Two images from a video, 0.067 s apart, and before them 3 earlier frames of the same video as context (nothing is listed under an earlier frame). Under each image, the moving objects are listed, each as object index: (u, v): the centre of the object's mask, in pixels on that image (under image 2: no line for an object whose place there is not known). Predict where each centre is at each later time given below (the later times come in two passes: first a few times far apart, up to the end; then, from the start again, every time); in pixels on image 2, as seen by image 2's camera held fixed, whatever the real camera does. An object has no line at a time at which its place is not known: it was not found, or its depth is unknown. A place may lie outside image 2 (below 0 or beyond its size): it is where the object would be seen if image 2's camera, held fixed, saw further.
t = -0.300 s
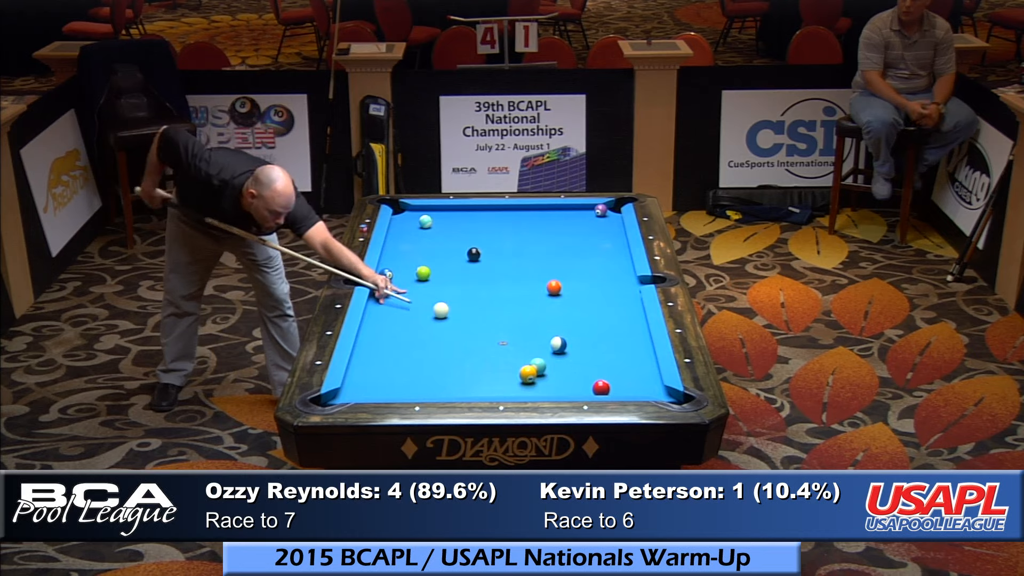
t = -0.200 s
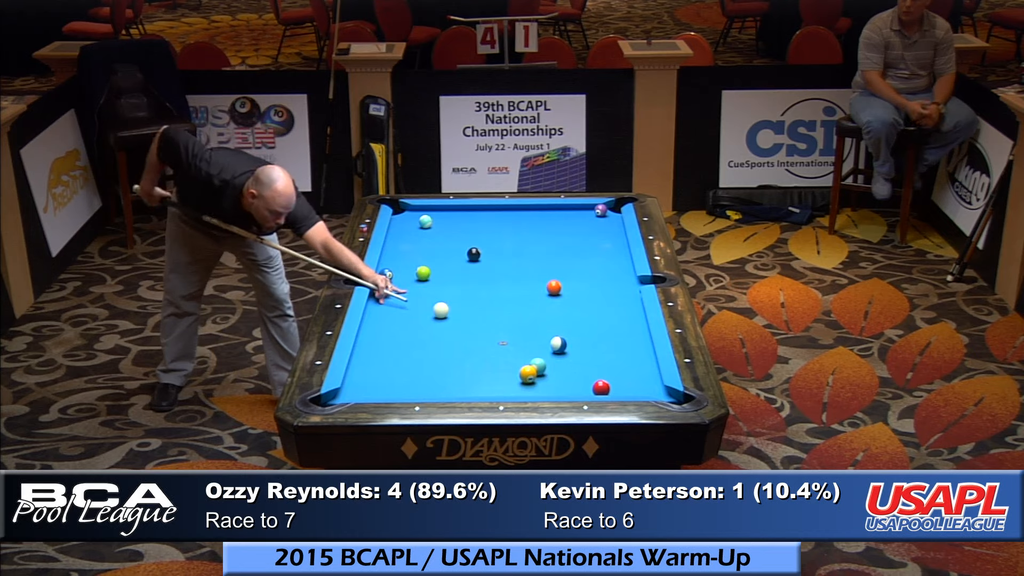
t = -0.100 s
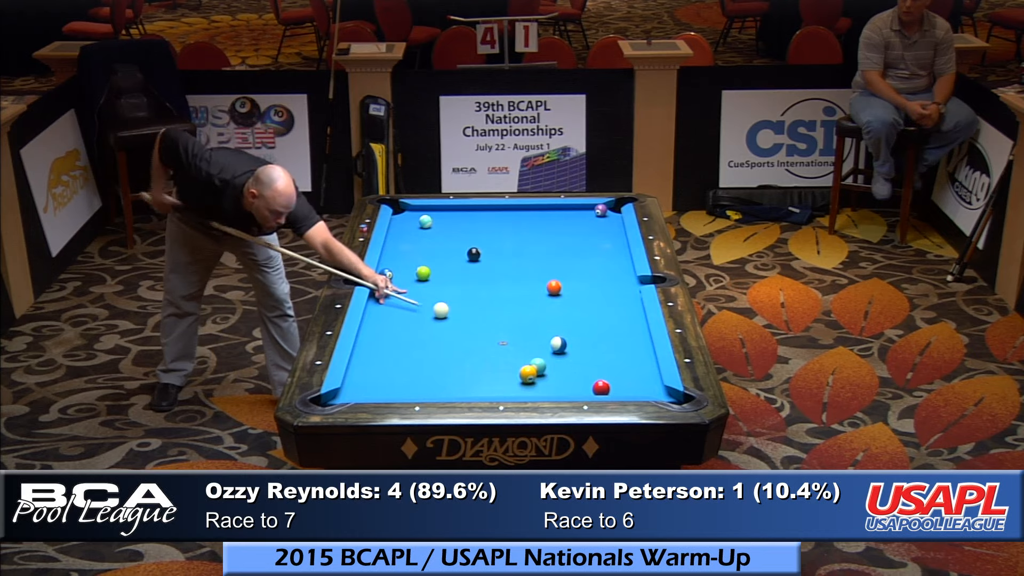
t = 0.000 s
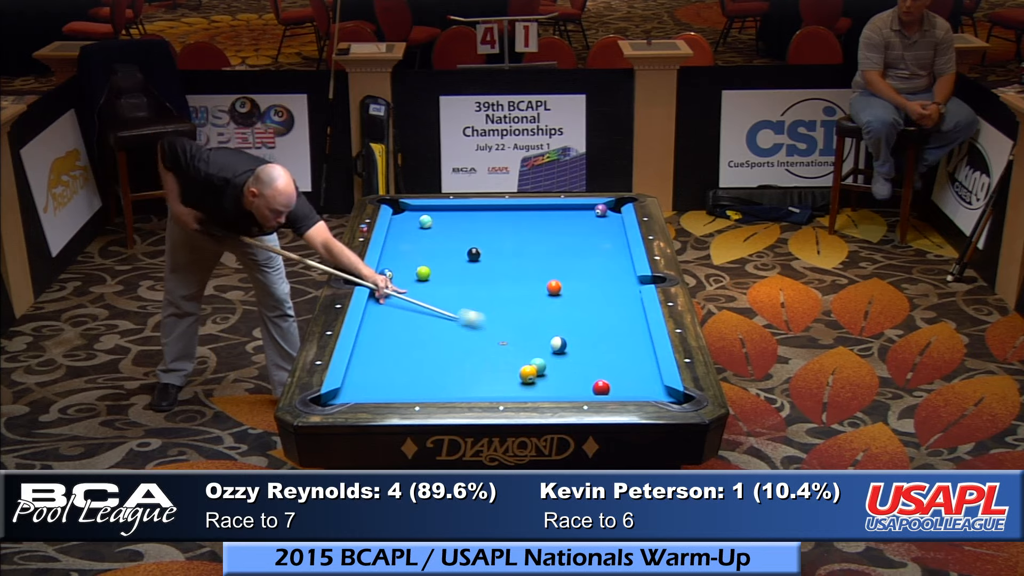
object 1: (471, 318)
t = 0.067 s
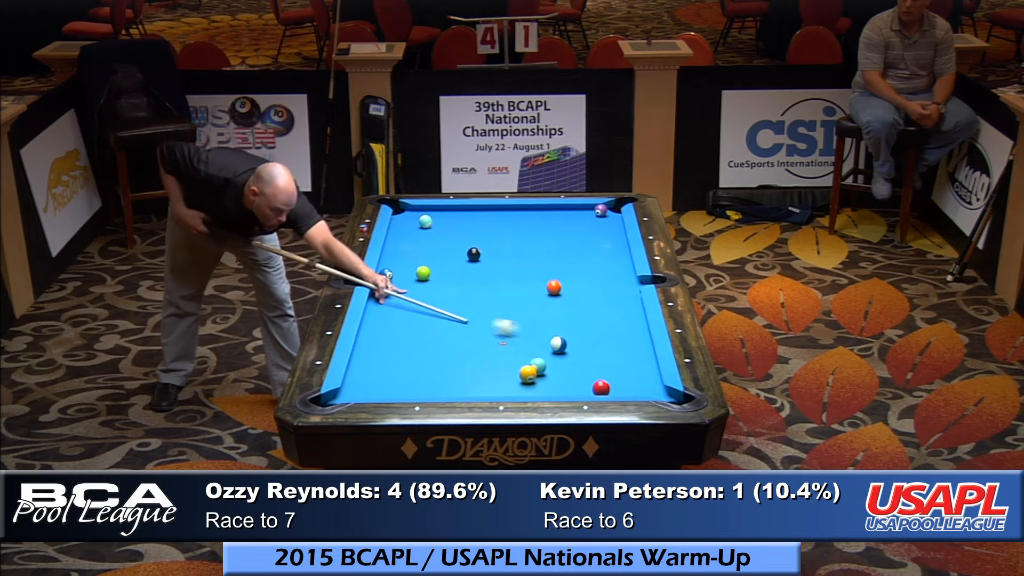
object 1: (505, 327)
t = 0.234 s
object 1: (560, 336)
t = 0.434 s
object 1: (580, 330)
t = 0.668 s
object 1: (602, 322)
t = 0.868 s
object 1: (619, 316)
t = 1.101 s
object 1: (637, 309)
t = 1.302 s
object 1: (625, 303)
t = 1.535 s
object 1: (611, 297)
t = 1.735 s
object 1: (600, 291)
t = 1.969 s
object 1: (589, 286)
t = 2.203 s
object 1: (578, 280)
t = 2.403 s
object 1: (569, 276)
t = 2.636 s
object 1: (560, 272)
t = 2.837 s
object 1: (553, 268)
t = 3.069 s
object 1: (545, 264)
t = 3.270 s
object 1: (539, 261)
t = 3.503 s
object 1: (532, 258)
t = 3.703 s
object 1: (527, 256)
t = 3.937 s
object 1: (522, 253)
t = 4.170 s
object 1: (517, 251)
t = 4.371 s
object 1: (514, 250)
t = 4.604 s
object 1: (510, 248)
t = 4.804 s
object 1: (508, 247)
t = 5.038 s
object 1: (505, 246)
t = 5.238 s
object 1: (503, 245)
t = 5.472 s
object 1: (502, 245)
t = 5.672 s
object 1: (502, 245)
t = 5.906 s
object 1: (502, 244)
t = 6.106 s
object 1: (502, 244)
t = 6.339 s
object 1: (502, 244)
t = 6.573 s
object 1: (502, 244)
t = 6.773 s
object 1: (502, 244)
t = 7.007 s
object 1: (502, 244)
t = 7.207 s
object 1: (502, 244)
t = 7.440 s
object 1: (502, 244)
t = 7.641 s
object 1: (502, 244)
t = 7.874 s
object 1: (502, 244)
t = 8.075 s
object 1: (502, 244)
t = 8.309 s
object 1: (502, 244)
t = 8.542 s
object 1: (502, 244)
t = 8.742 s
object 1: (502, 244)
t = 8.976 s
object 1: (502, 245)
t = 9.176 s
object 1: (502, 244)
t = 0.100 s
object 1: (522, 331)
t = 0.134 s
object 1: (538, 336)
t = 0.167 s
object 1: (550, 337)
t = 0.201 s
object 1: (556, 337)
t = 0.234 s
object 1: (560, 336)
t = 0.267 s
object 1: (564, 335)
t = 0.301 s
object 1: (567, 334)
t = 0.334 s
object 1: (571, 333)
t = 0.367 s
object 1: (574, 332)
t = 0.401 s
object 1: (577, 331)
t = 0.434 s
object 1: (580, 330)
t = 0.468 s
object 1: (583, 328)
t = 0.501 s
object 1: (586, 327)
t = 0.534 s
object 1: (590, 326)
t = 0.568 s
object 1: (593, 325)
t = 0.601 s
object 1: (596, 324)
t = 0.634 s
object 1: (599, 323)
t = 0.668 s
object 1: (602, 322)
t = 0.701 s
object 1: (605, 321)
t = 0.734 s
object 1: (607, 320)
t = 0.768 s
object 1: (610, 319)
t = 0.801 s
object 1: (613, 318)
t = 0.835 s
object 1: (616, 317)
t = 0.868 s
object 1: (619, 316)
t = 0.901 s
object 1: (622, 315)
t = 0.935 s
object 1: (624, 314)
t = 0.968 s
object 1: (627, 313)
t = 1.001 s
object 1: (630, 312)
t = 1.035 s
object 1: (632, 311)
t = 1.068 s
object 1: (635, 310)
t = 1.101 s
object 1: (637, 309)
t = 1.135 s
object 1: (635, 309)
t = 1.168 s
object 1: (633, 307)
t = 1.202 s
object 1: (631, 306)
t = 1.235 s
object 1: (629, 305)
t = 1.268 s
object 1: (627, 304)
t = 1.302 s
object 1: (625, 303)
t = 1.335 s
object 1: (623, 302)
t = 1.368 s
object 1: (621, 301)
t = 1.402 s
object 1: (619, 300)
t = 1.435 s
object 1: (617, 300)
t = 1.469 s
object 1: (615, 298)
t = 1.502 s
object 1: (613, 298)
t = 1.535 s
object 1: (611, 297)
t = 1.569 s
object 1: (609, 296)
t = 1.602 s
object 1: (608, 295)
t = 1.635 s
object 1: (606, 294)
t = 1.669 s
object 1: (604, 293)
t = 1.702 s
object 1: (602, 292)
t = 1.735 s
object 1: (600, 291)
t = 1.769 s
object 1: (599, 291)
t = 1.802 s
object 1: (597, 290)
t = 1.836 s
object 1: (595, 289)
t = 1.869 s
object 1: (594, 288)
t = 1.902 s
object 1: (592, 287)
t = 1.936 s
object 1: (590, 287)
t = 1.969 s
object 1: (589, 286)
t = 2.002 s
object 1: (587, 285)
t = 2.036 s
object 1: (586, 284)
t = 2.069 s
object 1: (584, 283)
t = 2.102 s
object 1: (582, 283)
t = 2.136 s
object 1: (581, 282)
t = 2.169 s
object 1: (579, 281)
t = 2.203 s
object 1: (578, 280)
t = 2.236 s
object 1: (576, 280)
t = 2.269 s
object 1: (575, 279)
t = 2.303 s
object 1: (573, 278)
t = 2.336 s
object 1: (572, 277)
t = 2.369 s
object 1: (571, 277)
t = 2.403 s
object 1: (569, 276)
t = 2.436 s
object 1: (568, 275)
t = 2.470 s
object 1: (567, 275)
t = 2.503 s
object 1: (565, 274)
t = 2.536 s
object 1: (564, 274)
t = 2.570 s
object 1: (563, 273)
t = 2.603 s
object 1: (561, 272)
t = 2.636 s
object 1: (560, 272)
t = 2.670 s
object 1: (559, 271)
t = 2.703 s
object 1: (557, 270)
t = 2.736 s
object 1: (556, 270)
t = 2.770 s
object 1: (555, 269)
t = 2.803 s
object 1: (554, 269)
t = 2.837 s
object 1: (553, 268)
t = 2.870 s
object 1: (551, 267)
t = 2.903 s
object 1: (550, 267)
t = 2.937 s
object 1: (549, 266)
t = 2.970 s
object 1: (548, 266)
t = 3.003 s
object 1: (547, 265)
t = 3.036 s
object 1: (546, 265)
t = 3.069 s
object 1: (545, 264)
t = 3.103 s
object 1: (544, 264)
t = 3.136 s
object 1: (543, 263)
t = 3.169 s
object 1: (542, 263)
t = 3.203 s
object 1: (540, 262)
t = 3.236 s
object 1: (540, 262)
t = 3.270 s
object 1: (539, 261)
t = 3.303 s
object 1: (538, 261)
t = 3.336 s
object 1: (537, 260)
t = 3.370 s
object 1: (536, 260)
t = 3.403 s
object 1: (535, 259)
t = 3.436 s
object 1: (534, 259)
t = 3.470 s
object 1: (533, 258)
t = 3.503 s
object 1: (532, 258)
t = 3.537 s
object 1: (531, 258)
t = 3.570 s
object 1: (530, 257)
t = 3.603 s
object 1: (530, 257)
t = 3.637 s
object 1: (529, 257)
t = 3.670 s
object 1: (528, 256)
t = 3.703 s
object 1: (527, 256)
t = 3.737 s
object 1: (526, 255)
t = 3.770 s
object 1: (526, 255)
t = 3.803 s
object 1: (525, 255)
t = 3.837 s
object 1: (524, 254)
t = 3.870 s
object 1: (523, 254)
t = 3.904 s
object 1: (522, 254)
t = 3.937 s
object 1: (522, 253)
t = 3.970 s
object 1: (521, 253)
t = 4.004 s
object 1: (520, 253)
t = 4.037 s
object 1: (520, 252)
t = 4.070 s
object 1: (519, 252)
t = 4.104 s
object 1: (518, 252)
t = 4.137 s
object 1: (518, 251)
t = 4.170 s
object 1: (517, 251)
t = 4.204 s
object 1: (517, 251)
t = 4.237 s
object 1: (516, 251)
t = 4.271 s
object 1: (515, 250)
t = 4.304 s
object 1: (515, 250)
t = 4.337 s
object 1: (514, 250)
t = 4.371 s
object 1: (514, 250)
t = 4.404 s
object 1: (513, 249)
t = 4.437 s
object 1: (513, 249)
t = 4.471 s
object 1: (512, 249)
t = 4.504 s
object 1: (511, 249)
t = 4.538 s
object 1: (511, 249)
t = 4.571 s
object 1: (511, 248)
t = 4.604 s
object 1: (510, 248)
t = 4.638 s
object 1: (509, 248)
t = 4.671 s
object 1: (509, 248)
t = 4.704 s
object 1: (509, 248)
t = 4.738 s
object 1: (508, 247)
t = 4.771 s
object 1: (508, 247)
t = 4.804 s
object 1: (508, 247)
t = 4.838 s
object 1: (507, 247)
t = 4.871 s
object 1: (507, 247)
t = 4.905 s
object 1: (506, 246)
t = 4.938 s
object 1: (506, 246)
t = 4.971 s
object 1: (506, 246)
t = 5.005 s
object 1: (505, 246)
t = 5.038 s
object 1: (505, 246)
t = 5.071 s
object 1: (505, 246)
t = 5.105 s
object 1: (504, 246)
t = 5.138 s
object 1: (504, 245)
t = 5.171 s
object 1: (504, 245)
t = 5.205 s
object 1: (504, 245)
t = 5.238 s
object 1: (503, 245)
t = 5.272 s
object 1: (503, 245)
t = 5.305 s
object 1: (503, 245)
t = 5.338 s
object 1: (503, 245)
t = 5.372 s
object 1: (503, 245)
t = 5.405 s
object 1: (502, 245)
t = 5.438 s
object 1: (502, 245)
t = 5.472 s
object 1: (502, 245)
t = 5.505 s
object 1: (502, 245)
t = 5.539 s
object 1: (502, 245)
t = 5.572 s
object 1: (502, 245)
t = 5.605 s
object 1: (502, 245)
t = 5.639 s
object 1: (502, 245)
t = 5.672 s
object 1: (502, 245)
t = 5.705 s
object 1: (502, 244)
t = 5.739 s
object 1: (502, 244)
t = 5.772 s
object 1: (502, 244)
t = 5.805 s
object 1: (502, 244)
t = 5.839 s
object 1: (502, 244)
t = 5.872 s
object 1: (502, 244)
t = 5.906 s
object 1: (502, 244)
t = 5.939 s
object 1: (502, 244)
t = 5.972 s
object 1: (502, 244)
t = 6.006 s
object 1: (502, 244)
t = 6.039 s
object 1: (502, 244)
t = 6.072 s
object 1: (502, 244)
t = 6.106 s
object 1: (502, 244)
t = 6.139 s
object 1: (502, 244)
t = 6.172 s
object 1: (502, 244)
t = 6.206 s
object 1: (502, 244)
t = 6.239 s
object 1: (502, 244)
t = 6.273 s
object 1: (502, 244)
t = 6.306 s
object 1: (502, 244)
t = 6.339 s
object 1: (502, 244)
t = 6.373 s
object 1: (502, 244)
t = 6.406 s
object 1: (502, 244)
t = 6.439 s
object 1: (502, 244)
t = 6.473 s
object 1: (502, 244)
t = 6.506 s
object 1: (502, 244)
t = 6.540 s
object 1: (502, 244)
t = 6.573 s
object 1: (502, 244)
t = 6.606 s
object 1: (502, 244)
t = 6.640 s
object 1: (502, 244)
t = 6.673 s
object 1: (502, 244)
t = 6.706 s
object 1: (502, 244)
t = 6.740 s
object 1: (502, 244)
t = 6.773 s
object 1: (502, 244)
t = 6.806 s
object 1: (502, 244)
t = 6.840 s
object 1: (502, 244)
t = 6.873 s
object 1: (502, 244)
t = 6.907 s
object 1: (502, 244)
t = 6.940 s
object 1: (502, 244)
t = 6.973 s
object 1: (502, 244)
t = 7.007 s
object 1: (502, 244)
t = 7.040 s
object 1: (502, 244)
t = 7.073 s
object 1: (502, 244)
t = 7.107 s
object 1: (502, 244)
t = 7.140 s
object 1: (502, 244)
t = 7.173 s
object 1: (502, 244)
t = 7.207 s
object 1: (502, 244)
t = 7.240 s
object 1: (502, 244)
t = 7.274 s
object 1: (502, 244)
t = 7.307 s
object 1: (502, 244)
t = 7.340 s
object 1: (502, 244)
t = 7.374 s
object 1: (502, 244)
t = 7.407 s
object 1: (502, 244)
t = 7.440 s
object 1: (502, 244)
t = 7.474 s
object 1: (502, 244)
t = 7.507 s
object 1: (502, 244)
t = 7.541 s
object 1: (502, 244)
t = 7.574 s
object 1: (502, 244)
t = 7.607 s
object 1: (502, 244)
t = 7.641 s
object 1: (502, 244)
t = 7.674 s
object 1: (502, 244)
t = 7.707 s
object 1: (502, 244)
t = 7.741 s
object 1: (502, 244)
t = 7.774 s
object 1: (502, 244)
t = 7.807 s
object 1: (502, 244)
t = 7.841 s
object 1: (502, 244)
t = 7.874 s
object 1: (502, 244)
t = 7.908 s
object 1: (502, 244)
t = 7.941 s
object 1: (502, 244)
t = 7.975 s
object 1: (502, 244)
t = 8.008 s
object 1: (502, 244)
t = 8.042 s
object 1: (502, 244)
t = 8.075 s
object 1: (502, 244)
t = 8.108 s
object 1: (502, 244)
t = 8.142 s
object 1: (502, 244)
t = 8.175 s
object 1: (502, 244)
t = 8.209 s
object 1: (502, 244)
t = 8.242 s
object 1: (502, 244)
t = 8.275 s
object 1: (502, 244)
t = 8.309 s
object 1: (502, 244)
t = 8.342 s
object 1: (502, 244)
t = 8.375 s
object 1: (502, 244)
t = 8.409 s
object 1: (502, 244)
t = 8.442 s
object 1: (502, 244)
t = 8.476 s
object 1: (502, 244)
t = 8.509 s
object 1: (502, 244)
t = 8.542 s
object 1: (502, 244)
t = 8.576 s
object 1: (502, 244)
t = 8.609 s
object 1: (502, 245)
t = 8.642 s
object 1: (502, 245)
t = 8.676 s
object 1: (502, 245)
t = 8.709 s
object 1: (502, 245)
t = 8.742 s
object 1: (502, 244)
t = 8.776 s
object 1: (502, 244)
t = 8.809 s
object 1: (502, 244)
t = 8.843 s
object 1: (502, 245)
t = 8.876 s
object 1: (502, 245)
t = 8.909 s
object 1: (502, 245)
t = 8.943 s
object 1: (502, 245)
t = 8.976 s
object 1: (502, 245)
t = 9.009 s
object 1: (502, 244)
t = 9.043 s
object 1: (502, 244)
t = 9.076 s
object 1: (502, 244)
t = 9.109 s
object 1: (502, 244)
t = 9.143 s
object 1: (502, 244)
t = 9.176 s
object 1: (502, 244)
